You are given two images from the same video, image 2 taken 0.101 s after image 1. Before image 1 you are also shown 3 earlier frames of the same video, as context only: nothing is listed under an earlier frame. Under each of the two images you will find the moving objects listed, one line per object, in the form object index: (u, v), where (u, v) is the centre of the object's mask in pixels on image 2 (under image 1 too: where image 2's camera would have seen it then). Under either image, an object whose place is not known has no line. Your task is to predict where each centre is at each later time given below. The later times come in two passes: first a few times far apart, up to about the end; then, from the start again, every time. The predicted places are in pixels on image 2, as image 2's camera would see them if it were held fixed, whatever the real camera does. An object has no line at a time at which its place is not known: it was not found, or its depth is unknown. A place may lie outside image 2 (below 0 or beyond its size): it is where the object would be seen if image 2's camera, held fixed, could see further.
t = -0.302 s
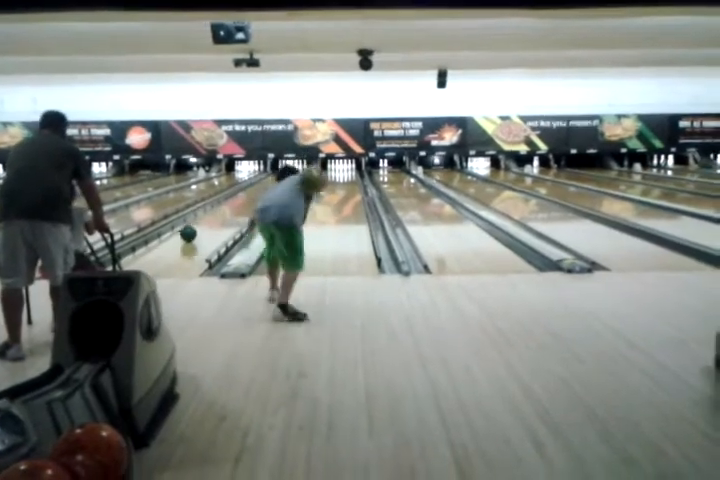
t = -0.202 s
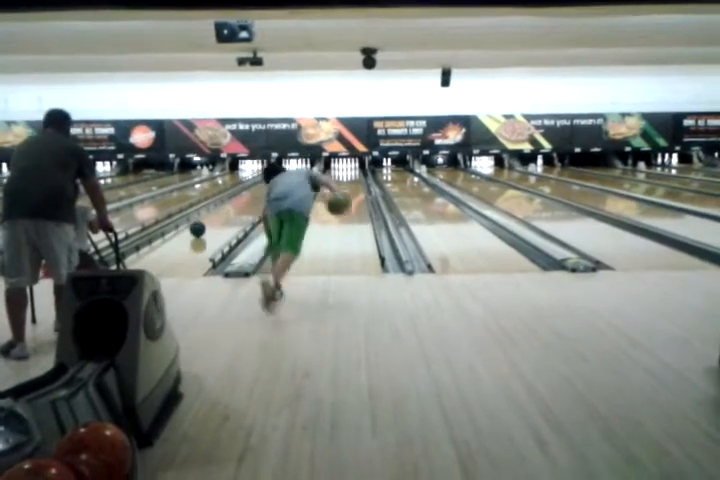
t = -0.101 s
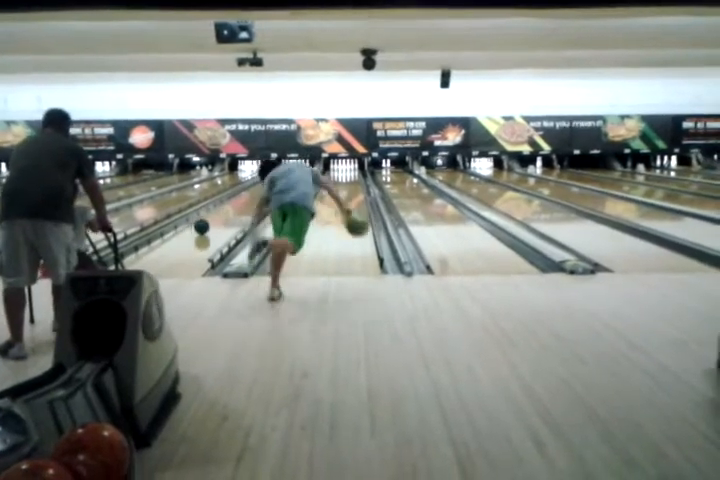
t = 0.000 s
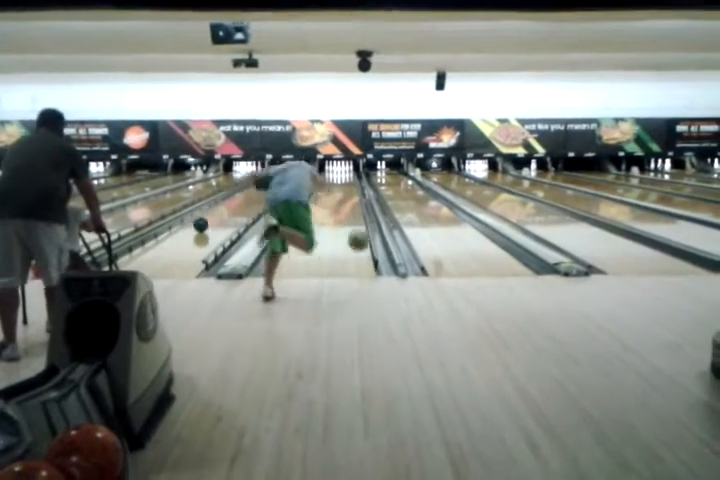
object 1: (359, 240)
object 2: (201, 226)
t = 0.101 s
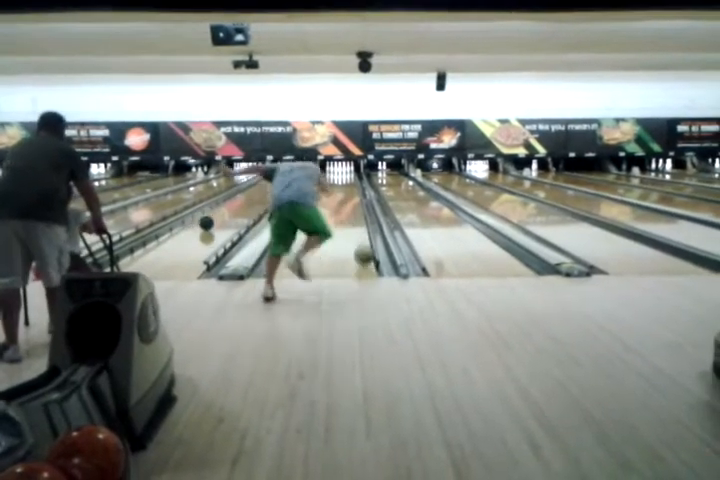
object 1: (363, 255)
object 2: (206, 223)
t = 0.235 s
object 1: (365, 236)
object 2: (211, 219)
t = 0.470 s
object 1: (359, 226)
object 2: (220, 214)
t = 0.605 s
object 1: (355, 221)
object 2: (225, 211)
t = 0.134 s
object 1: (364, 248)
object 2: (207, 222)
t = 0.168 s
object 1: (365, 243)
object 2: (209, 221)
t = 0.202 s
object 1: (365, 239)
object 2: (210, 220)
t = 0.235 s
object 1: (365, 236)
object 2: (211, 219)
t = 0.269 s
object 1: (365, 233)
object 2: (213, 219)
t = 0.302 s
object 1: (365, 232)
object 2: (214, 218)
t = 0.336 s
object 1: (364, 230)
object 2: (215, 217)
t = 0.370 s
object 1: (362, 228)
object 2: (216, 217)
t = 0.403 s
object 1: (361, 228)
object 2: (218, 215)
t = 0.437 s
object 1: (360, 227)
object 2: (219, 215)
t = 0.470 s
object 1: (359, 226)
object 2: (220, 214)
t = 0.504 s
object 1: (357, 223)
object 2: (221, 213)
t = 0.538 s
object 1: (357, 223)
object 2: (223, 212)
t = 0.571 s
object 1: (356, 222)
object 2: (224, 212)
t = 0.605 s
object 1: (355, 221)
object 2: (225, 211)
